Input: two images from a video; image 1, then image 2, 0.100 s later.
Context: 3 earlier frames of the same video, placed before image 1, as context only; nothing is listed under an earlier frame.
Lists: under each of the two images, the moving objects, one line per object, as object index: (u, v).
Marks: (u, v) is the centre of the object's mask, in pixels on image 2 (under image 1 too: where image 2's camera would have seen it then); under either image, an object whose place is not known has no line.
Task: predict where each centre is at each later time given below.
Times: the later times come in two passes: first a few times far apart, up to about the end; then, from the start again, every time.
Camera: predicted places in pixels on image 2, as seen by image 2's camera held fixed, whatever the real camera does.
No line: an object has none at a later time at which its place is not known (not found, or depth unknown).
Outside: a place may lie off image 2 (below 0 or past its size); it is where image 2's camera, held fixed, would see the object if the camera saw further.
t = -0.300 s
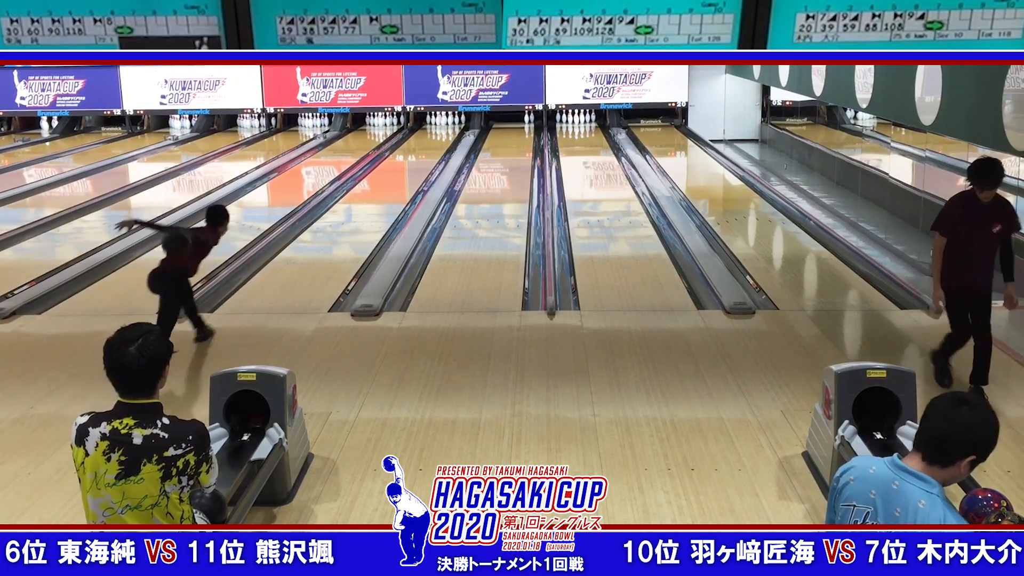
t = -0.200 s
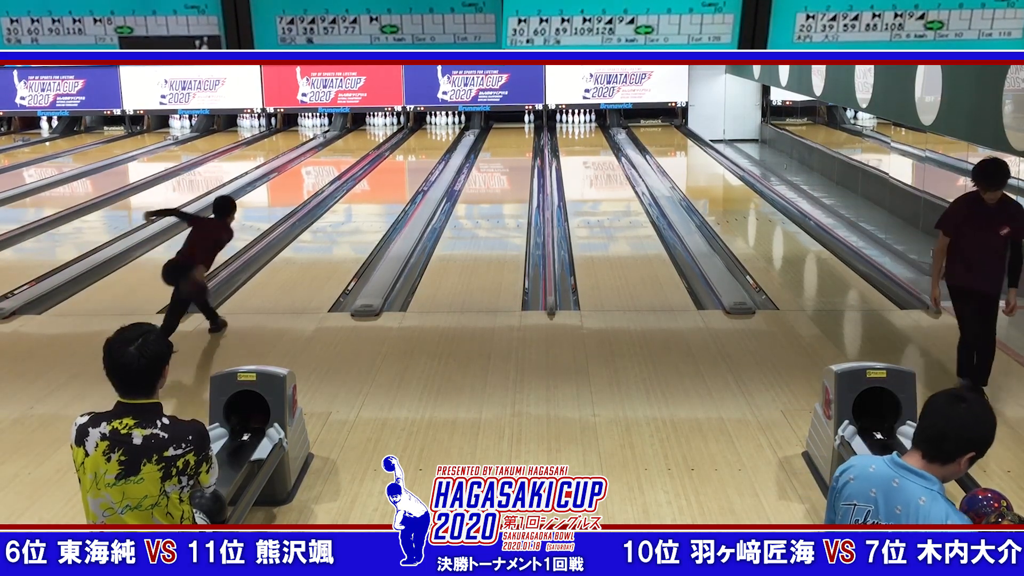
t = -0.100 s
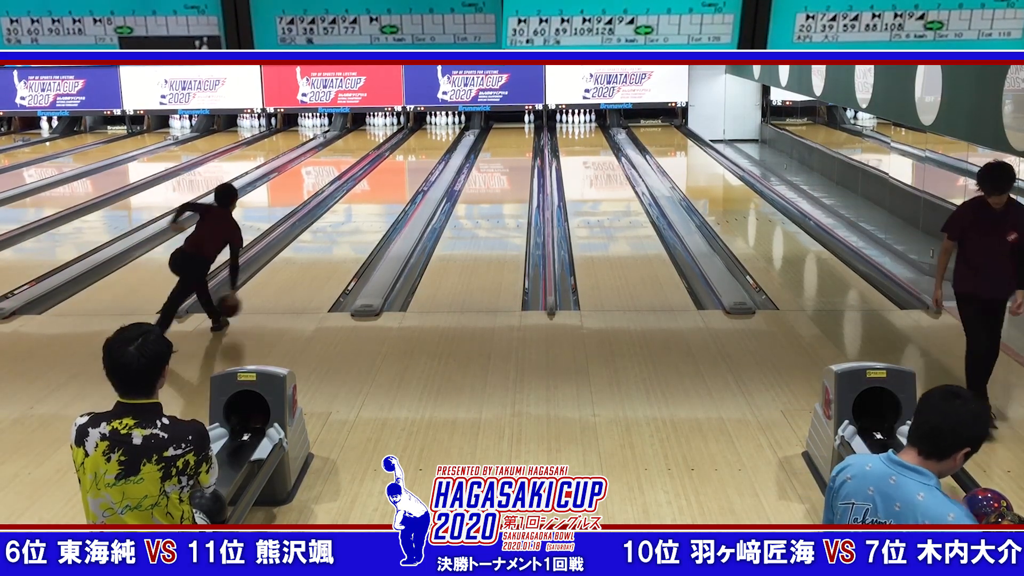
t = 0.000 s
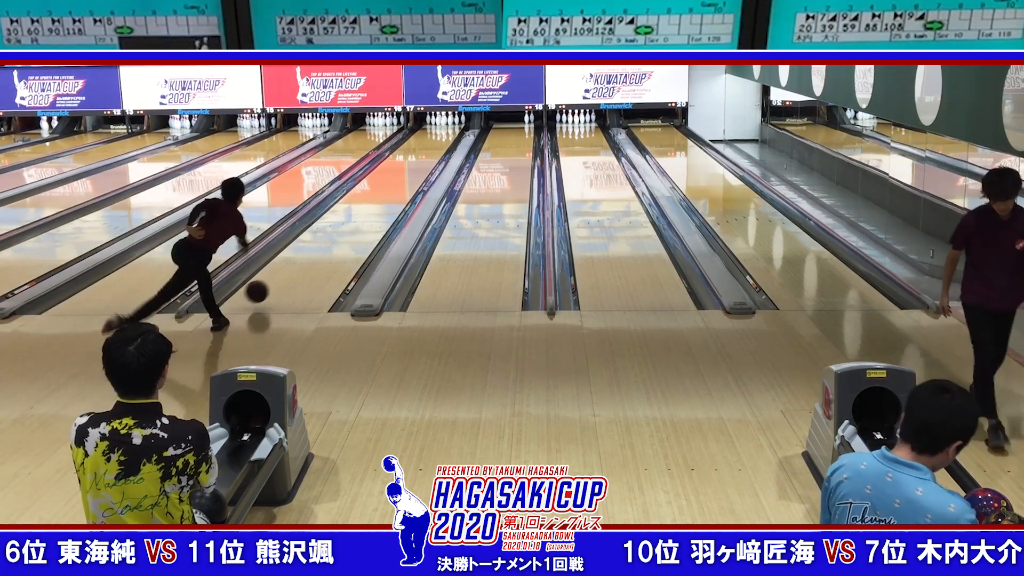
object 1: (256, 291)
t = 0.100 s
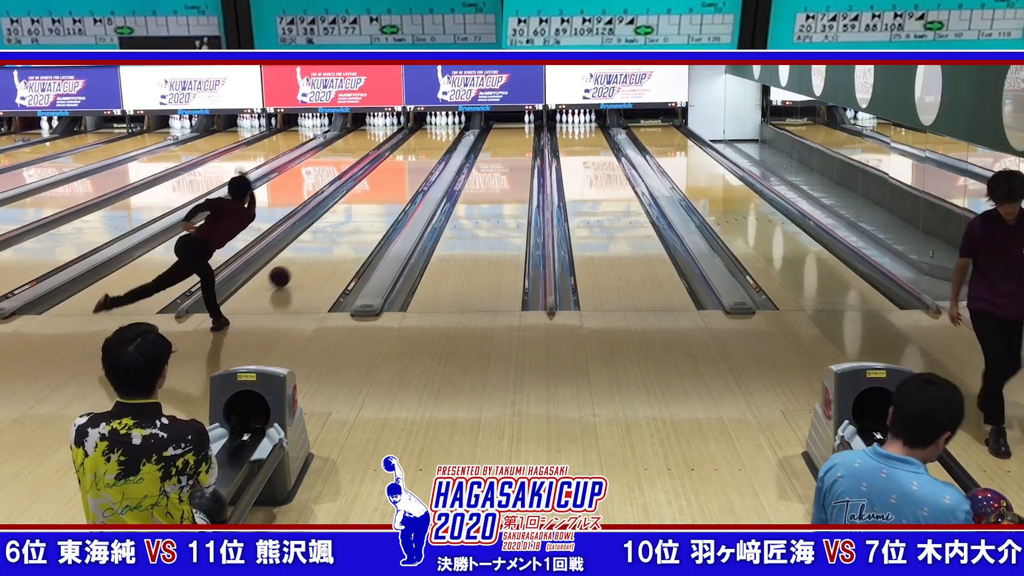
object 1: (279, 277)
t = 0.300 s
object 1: (316, 247)
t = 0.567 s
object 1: (353, 216)
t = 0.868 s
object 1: (383, 190)
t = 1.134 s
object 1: (403, 173)
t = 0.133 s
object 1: (286, 272)
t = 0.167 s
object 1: (293, 266)
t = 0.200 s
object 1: (299, 261)
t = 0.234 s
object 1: (305, 256)
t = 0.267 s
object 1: (311, 251)
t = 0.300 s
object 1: (316, 247)
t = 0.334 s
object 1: (321, 242)
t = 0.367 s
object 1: (327, 238)
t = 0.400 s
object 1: (331, 234)
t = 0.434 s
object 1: (336, 230)
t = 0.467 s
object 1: (340, 226)
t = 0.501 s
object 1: (345, 223)
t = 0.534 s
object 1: (349, 219)
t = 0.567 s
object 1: (353, 216)
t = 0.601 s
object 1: (357, 213)
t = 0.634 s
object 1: (361, 210)
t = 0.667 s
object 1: (364, 207)
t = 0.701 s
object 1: (368, 204)
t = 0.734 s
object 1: (371, 201)
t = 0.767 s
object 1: (374, 198)
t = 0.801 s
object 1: (377, 196)
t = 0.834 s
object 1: (380, 193)
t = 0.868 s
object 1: (383, 190)
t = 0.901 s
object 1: (386, 188)
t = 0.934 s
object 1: (388, 185)
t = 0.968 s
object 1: (391, 183)
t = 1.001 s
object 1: (394, 181)
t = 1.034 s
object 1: (396, 179)
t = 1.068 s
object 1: (399, 177)
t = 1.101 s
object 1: (401, 175)
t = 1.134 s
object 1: (403, 173)
